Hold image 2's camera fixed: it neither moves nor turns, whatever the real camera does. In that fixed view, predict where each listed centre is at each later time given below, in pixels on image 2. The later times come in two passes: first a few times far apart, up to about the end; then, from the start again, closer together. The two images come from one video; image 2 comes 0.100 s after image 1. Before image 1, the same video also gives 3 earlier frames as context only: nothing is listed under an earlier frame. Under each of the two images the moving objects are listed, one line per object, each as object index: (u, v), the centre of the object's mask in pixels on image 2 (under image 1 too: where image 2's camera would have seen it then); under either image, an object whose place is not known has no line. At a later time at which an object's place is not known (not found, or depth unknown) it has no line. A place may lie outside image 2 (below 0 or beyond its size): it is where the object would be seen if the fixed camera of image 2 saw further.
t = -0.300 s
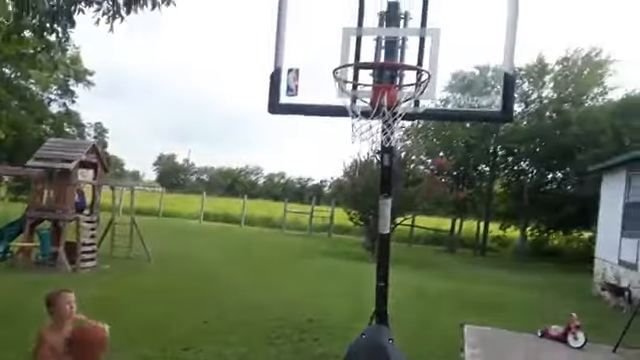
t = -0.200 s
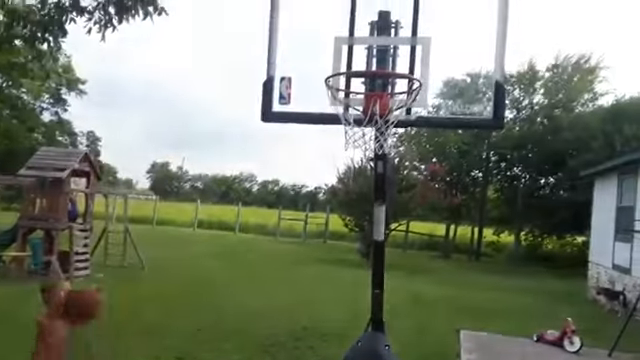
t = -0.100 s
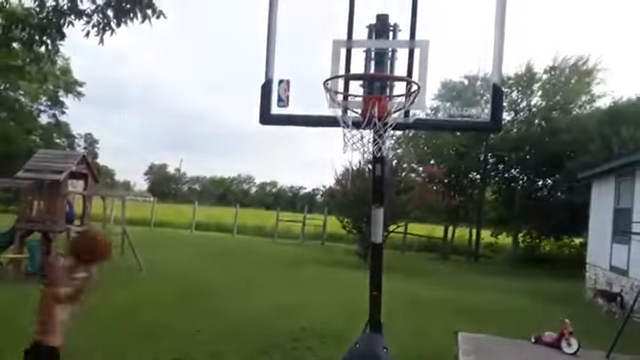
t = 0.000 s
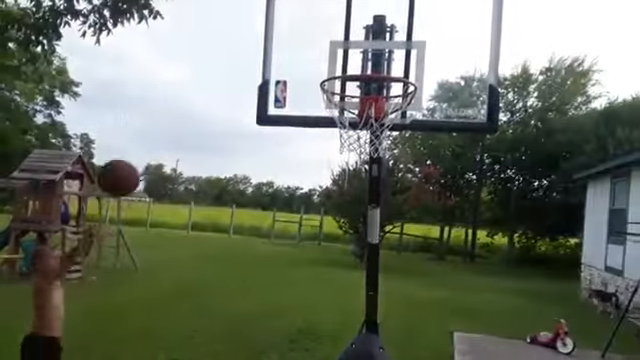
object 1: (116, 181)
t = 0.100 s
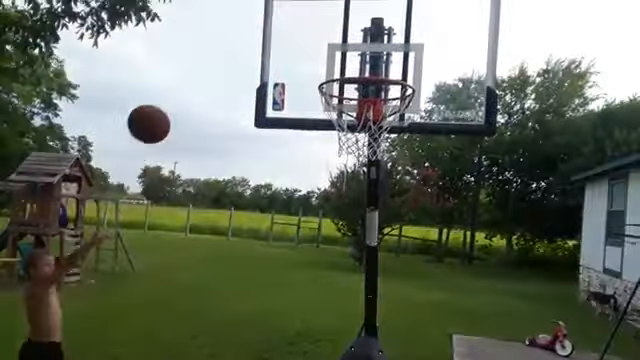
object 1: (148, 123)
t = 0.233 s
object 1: (191, 68)
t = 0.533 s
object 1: (291, 43)
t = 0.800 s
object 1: (341, 56)
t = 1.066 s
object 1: (372, 58)
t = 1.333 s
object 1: (395, 186)
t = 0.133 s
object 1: (159, 107)
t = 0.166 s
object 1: (170, 93)
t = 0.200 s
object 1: (181, 80)
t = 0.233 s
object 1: (191, 68)
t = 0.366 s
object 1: (235, 39)
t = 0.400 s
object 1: (246, 36)
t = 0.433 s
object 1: (257, 35)
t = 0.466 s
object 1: (268, 36)
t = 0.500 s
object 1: (279, 38)
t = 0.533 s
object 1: (291, 43)
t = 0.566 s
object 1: (302, 50)
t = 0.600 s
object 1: (313, 60)
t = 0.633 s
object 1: (320, 63)
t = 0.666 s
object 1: (323, 57)
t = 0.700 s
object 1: (329, 54)
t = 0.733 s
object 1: (333, 52)
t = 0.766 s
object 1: (337, 53)
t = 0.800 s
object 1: (341, 56)
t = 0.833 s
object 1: (345, 57)
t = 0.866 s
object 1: (349, 57)
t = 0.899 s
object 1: (353, 55)
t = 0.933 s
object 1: (357, 51)
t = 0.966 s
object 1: (361, 50)
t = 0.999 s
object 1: (366, 51)
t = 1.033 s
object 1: (369, 54)
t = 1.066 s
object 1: (372, 58)
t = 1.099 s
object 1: (376, 61)
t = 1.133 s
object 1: (380, 70)
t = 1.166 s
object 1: (382, 82)
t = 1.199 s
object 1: (385, 97)
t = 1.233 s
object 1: (388, 112)
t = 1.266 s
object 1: (390, 135)
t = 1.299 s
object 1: (392, 159)
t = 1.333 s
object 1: (395, 186)
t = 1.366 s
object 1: (397, 216)
